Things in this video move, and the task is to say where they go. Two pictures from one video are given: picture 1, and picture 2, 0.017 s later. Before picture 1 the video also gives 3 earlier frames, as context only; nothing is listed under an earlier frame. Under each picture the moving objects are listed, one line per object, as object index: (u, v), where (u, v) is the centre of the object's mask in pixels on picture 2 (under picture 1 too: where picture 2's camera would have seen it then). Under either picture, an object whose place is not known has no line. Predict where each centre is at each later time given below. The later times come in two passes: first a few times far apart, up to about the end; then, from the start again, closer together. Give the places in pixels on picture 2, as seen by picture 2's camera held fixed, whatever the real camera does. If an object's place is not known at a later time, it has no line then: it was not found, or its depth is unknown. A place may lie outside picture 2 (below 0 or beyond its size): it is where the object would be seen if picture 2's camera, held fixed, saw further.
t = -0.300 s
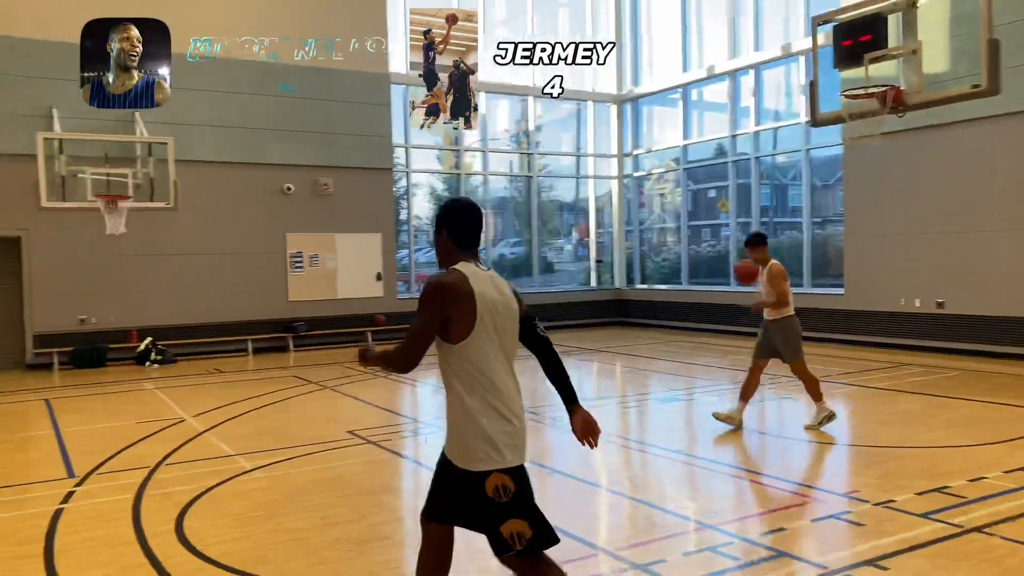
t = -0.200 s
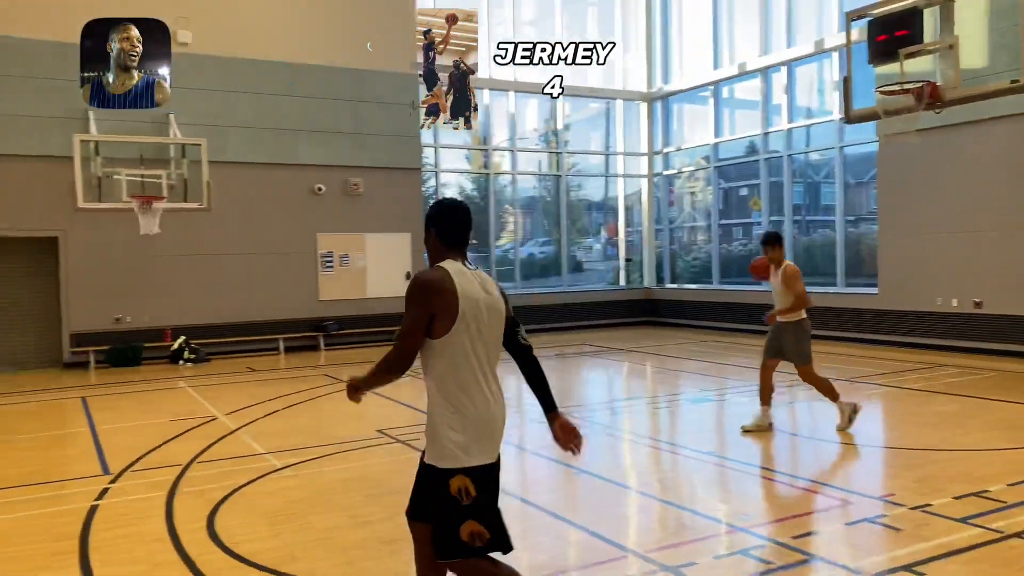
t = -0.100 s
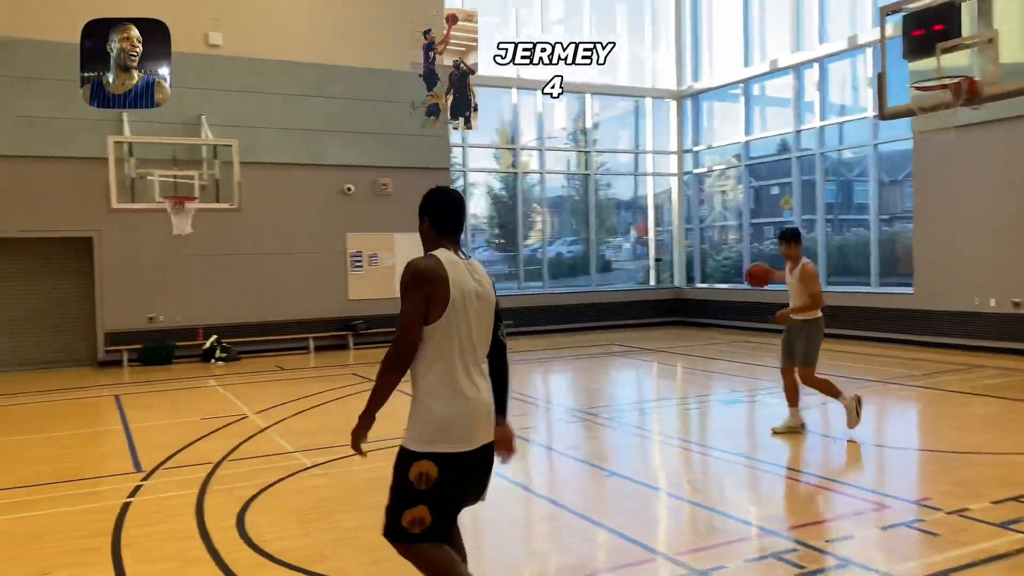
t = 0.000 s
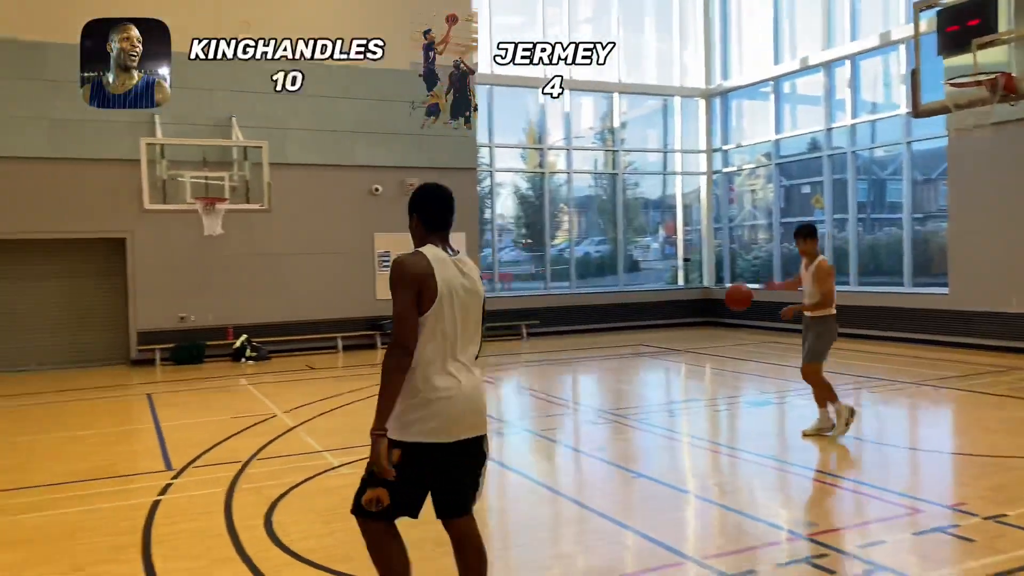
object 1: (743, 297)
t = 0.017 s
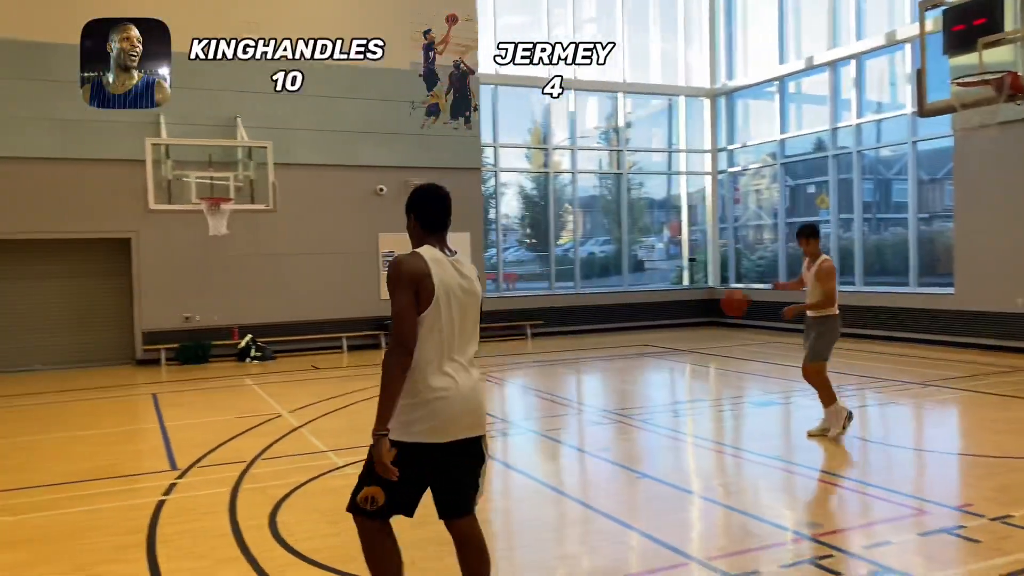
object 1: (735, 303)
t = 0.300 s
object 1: (555, 481)
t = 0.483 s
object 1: (448, 430)
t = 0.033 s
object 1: (727, 308)
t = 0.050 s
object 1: (718, 313)
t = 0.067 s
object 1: (710, 319)
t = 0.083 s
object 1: (701, 326)
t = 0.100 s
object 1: (692, 334)
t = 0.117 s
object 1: (682, 342)
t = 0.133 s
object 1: (673, 351)
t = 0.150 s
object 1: (662, 360)
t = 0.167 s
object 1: (652, 371)
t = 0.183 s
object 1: (641, 382)
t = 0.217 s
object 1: (619, 406)
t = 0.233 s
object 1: (607, 419)
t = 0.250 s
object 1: (594, 433)
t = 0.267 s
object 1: (582, 448)
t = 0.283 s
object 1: (568, 464)
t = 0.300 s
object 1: (555, 481)
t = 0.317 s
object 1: (543, 489)
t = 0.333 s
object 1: (535, 482)
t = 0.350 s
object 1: (526, 475)
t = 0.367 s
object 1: (517, 468)
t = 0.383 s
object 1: (508, 461)
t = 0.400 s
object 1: (499, 455)
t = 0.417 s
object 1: (489, 449)
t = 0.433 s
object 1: (479, 444)
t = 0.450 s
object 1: (469, 439)
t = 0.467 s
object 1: (459, 434)
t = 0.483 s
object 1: (448, 430)
